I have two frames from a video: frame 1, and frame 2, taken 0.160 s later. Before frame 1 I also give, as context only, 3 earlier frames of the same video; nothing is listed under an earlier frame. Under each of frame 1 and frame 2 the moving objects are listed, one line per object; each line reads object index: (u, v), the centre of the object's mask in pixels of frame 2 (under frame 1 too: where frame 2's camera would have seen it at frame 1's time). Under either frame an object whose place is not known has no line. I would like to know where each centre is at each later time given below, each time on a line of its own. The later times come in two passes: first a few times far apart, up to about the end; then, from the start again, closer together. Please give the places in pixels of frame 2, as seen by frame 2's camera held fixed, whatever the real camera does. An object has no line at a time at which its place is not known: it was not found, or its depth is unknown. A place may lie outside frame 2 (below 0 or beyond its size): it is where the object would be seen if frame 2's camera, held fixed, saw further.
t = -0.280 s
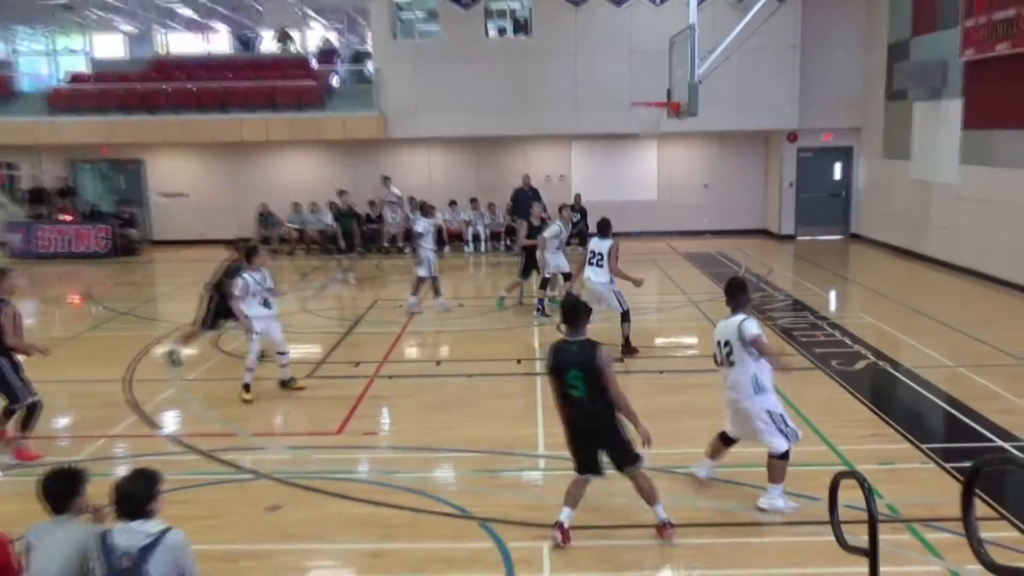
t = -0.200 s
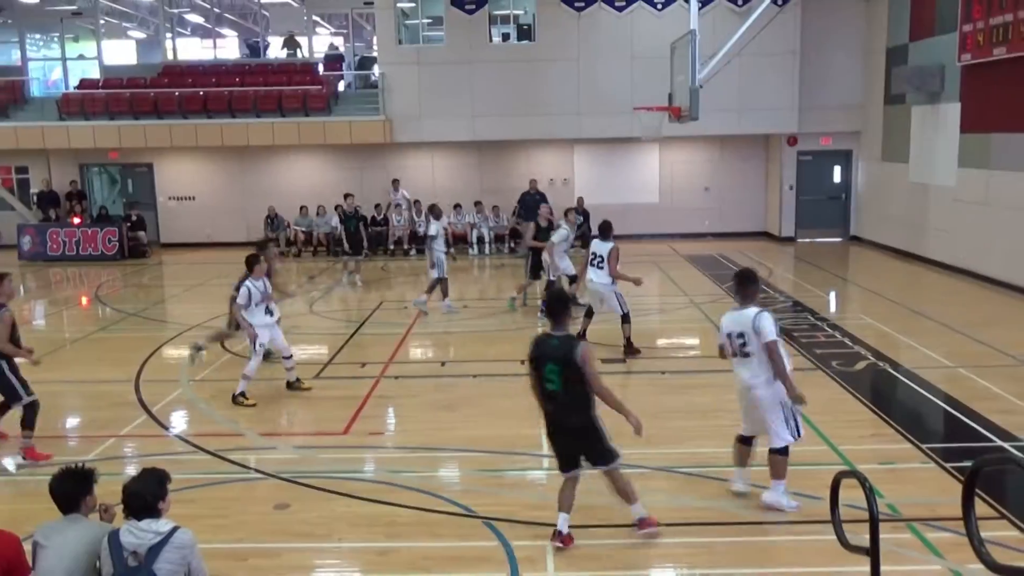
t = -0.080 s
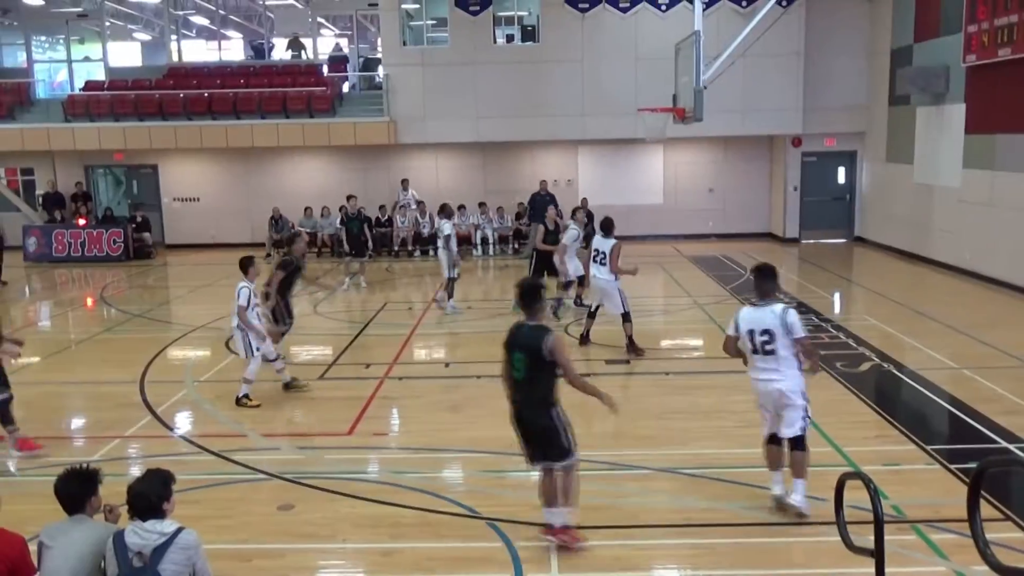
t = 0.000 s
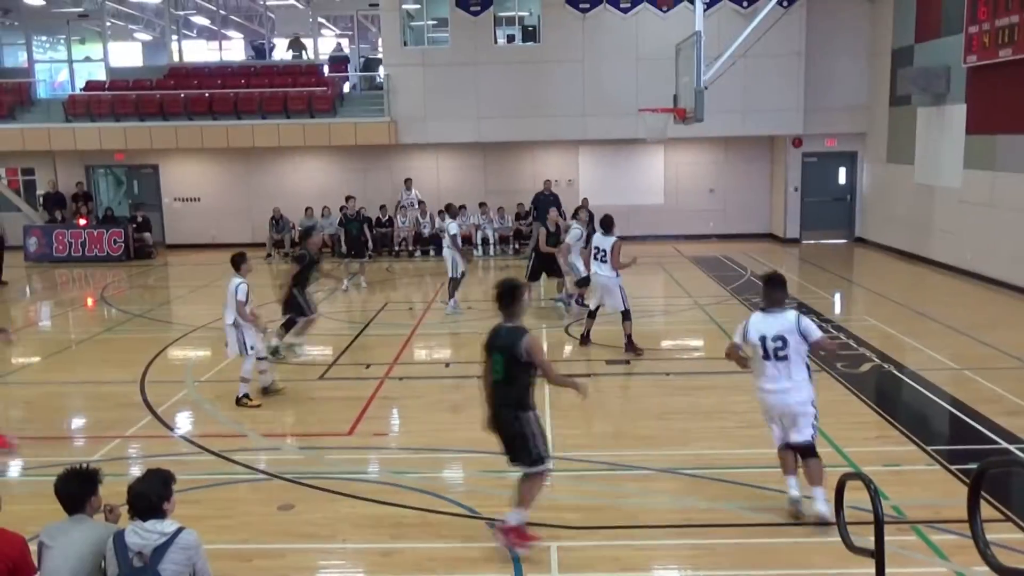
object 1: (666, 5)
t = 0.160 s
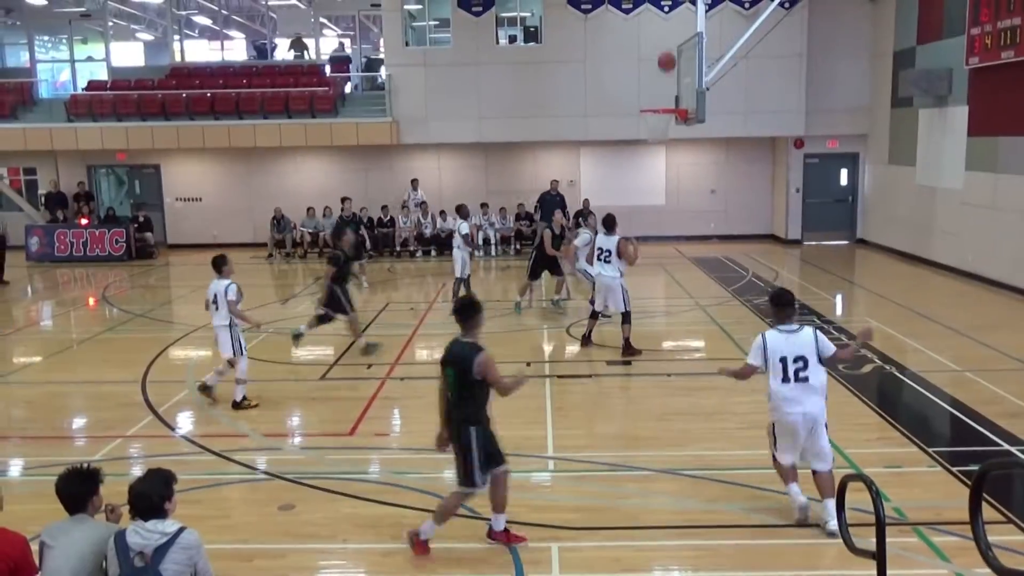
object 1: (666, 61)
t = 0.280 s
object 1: (664, 110)
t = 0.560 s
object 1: (647, 127)
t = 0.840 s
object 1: (672, 157)
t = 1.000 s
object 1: (687, 195)
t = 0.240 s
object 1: (666, 97)
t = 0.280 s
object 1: (664, 110)
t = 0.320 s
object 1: (655, 118)
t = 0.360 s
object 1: (647, 119)
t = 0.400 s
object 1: (645, 121)
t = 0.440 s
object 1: (646, 121)
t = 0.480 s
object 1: (645, 123)
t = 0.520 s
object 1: (646, 124)
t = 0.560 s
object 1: (647, 127)
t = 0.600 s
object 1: (649, 130)
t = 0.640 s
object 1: (653, 134)
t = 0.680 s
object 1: (656, 137)
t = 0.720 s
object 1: (660, 139)
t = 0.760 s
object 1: (663, 143)
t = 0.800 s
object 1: (668, 150)
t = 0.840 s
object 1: (672, 157)
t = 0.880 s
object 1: (675, 165)
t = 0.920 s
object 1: (679, 174)
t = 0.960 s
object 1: (683, 185)
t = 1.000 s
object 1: (687, 195)
